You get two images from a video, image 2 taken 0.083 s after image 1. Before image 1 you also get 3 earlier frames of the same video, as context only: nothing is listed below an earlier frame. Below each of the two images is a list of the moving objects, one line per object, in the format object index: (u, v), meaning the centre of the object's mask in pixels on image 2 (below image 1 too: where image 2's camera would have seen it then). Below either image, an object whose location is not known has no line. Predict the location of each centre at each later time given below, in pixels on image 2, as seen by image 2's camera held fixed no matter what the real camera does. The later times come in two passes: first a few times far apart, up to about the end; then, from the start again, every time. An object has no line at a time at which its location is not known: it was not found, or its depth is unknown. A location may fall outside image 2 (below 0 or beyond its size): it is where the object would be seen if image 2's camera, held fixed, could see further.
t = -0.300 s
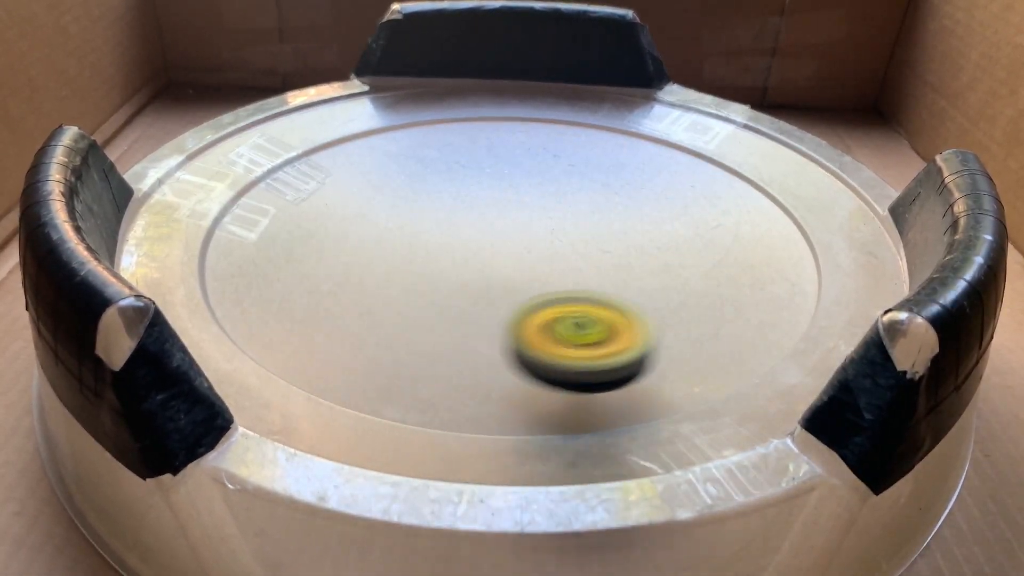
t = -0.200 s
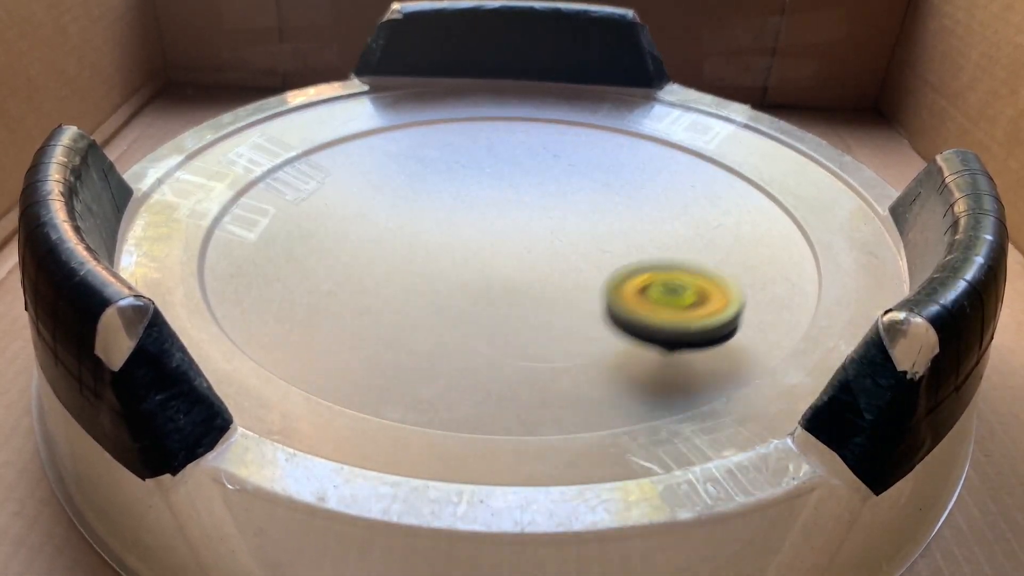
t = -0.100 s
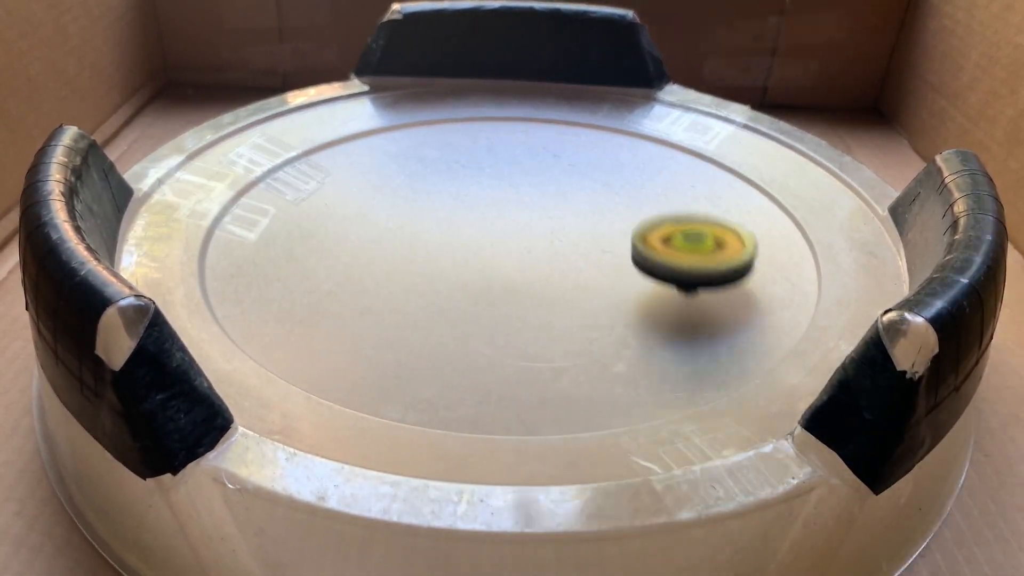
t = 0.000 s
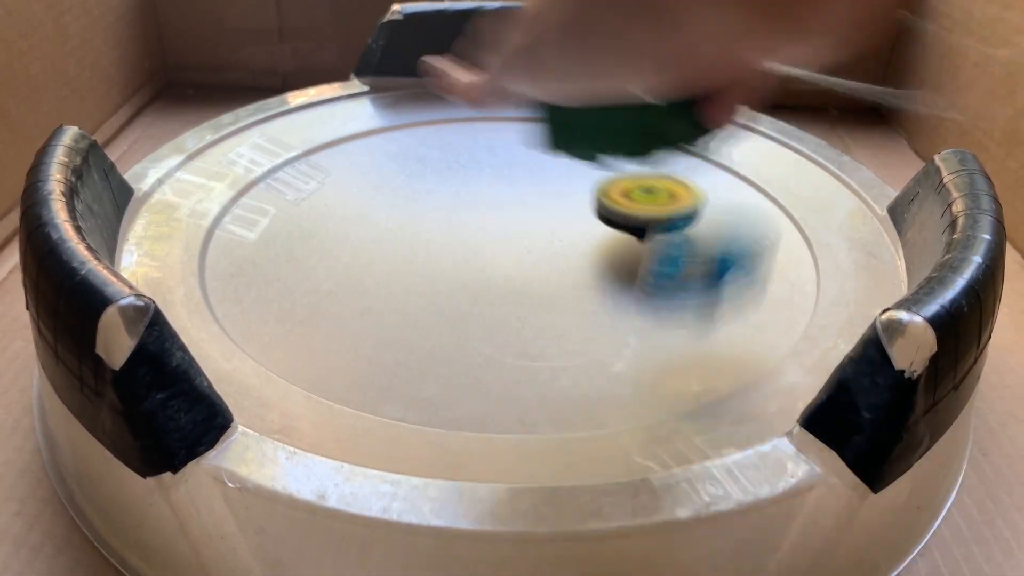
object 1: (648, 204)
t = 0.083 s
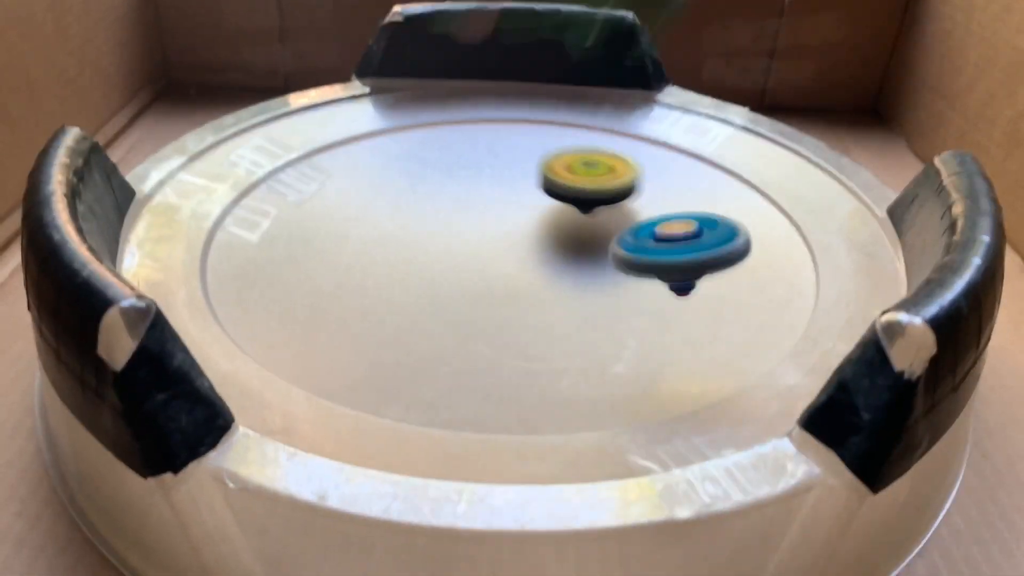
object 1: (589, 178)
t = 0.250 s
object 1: (453, 160)
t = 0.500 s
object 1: (302, 228)
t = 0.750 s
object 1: (218, 246)
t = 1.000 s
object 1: (371, 223)
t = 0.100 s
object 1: (576, 173)
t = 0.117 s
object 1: (564, 170)
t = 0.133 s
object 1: (549, 166)
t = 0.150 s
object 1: (536, 164)
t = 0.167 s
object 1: (522, 162)
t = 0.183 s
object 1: (508, 160)
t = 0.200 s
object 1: (494, 159)
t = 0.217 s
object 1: (479, 159)
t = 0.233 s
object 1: (465, 159)
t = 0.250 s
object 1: (453, 160)
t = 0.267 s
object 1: (439, 160)
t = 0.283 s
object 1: (426, 163)
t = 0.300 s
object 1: (412, 166)
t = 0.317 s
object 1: (399, 167)
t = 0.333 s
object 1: (385, 170)
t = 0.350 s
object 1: (373, 173)
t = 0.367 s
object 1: (361, 178)
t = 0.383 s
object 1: (349, 183)
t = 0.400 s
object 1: (339, 188)
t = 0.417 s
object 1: (329, 194)
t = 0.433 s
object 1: (321, 199)
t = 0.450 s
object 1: (314, 206)
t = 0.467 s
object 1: (309, 214)
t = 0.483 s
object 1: (305, 221)
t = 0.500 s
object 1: (302, 228)
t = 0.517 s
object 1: (302, 237)
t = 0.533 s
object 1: (303, 244)
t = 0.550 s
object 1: (307, 253)
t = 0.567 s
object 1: (312, 261)
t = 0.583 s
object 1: (318, 269)
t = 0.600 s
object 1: (328, 277)
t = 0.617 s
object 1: (338, 283)
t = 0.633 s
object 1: (350, 290)
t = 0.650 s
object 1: (362, 295)
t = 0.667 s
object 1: (354, 291)
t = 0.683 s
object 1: (318, 280)
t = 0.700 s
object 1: (283, 275)
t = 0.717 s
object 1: (248, 276)
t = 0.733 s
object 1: (222, 266)
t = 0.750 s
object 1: (218, 246)
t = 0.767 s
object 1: (212, 237)
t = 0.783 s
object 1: (211, 232)
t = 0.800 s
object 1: (210, 233)
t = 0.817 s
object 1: (212, 239)
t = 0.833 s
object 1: (224, 235)
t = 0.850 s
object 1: (237, 229)
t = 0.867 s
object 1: (249, 230)
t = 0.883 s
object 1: (265, 229)
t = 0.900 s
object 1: (280, 227)
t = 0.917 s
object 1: (294, 225)
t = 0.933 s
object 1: (312, 224)
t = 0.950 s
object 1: (330, 224)
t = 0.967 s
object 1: (345, 223)
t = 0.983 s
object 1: (355, 223)
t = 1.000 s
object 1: (371, 223)
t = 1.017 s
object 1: (370, 223)
